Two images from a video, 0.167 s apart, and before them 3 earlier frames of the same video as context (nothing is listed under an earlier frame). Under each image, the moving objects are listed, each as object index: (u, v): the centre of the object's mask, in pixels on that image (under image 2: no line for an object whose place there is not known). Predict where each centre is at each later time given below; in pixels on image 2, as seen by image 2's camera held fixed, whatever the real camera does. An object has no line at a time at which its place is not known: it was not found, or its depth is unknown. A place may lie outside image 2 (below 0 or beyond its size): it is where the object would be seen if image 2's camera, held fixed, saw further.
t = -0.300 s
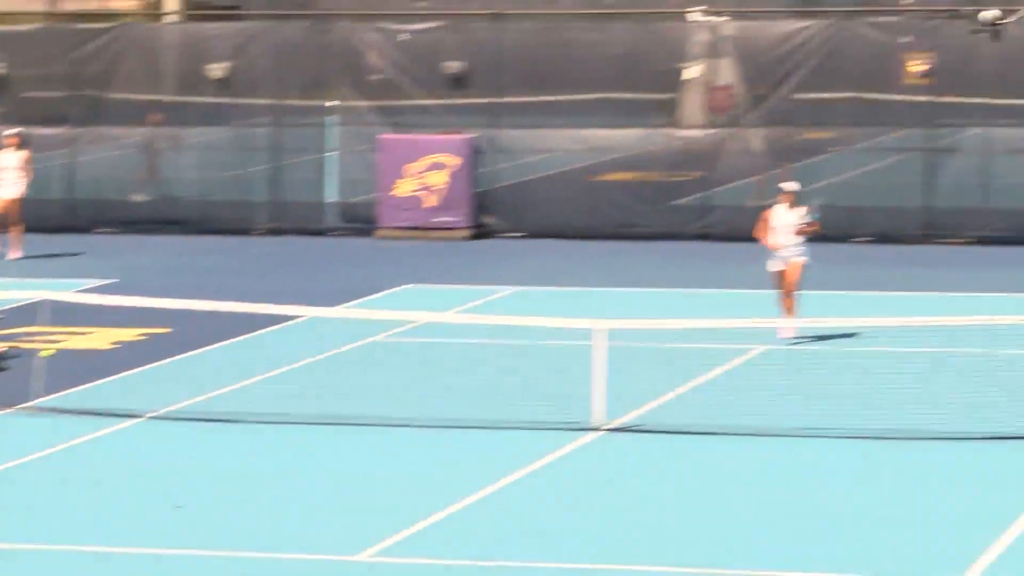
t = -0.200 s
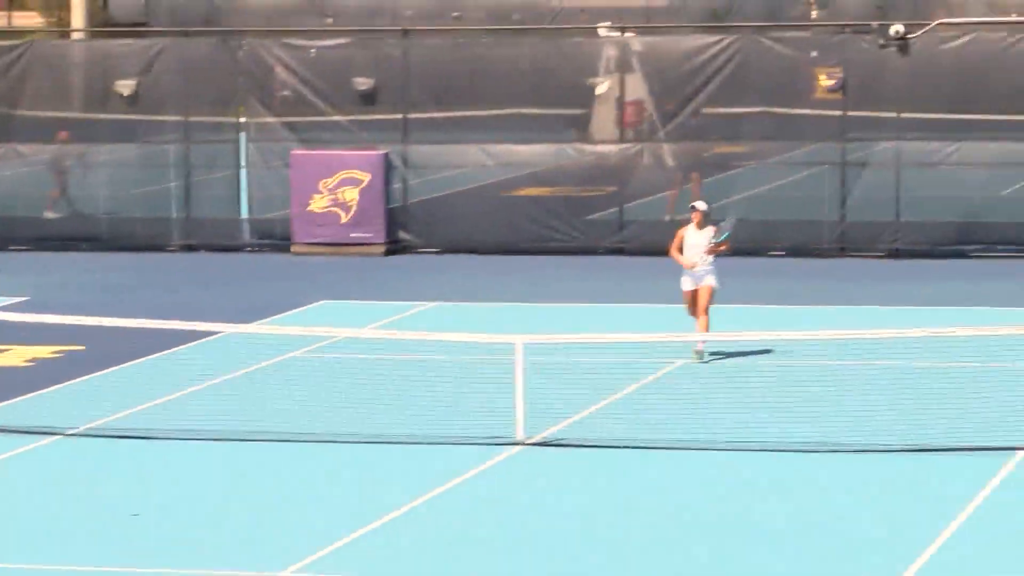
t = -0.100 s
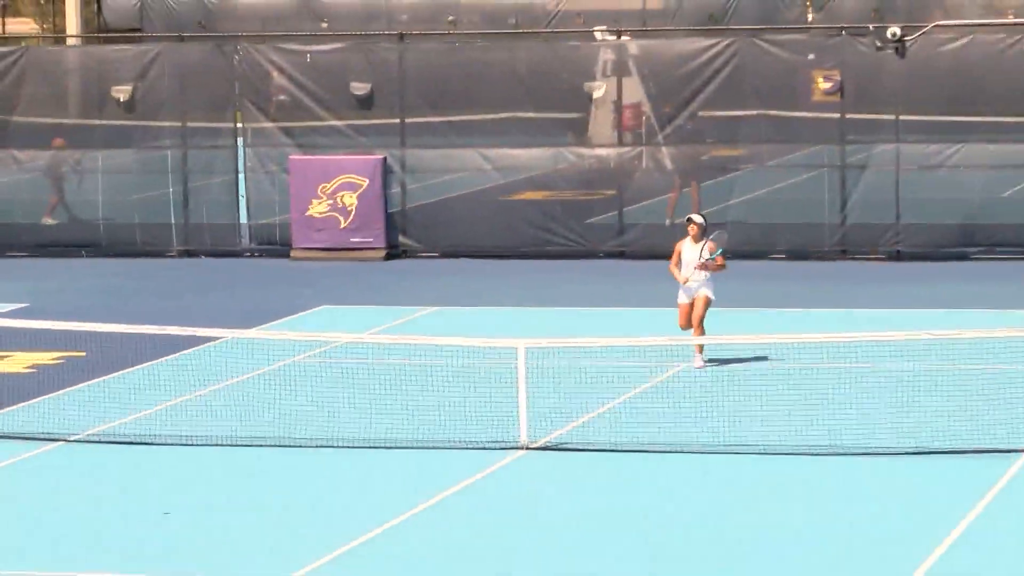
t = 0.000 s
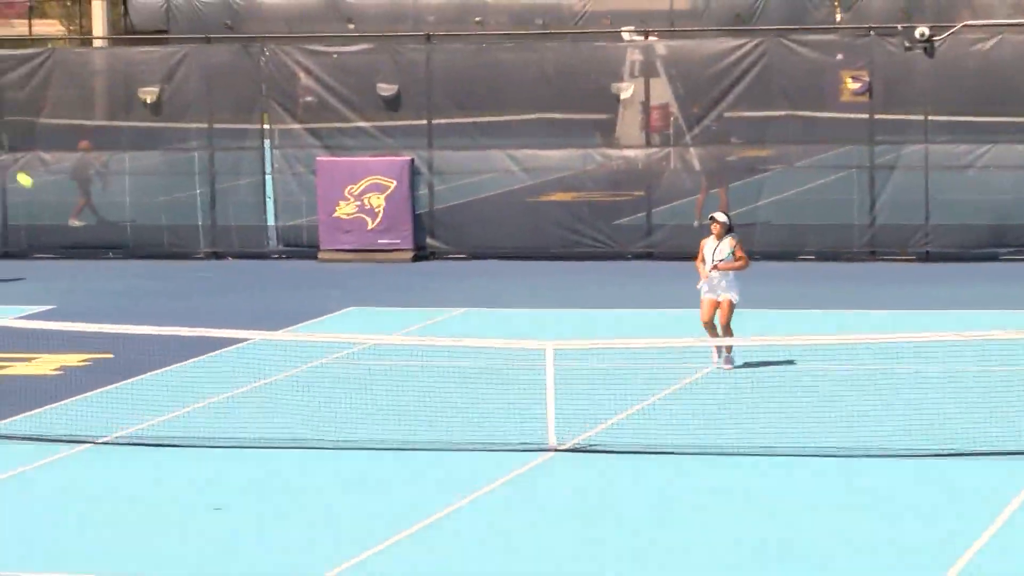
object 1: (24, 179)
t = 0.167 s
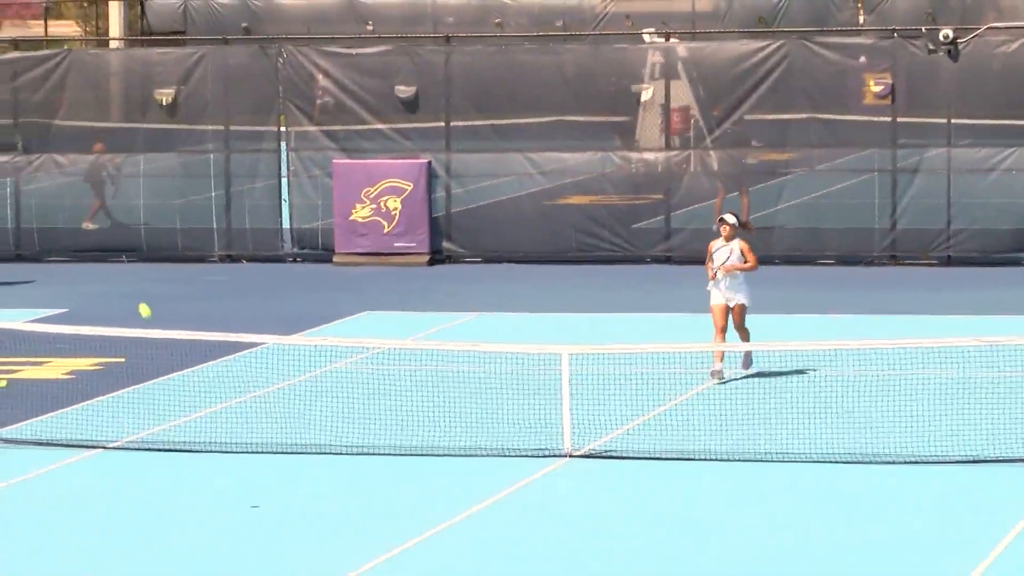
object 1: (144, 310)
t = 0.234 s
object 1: (185, 367)
